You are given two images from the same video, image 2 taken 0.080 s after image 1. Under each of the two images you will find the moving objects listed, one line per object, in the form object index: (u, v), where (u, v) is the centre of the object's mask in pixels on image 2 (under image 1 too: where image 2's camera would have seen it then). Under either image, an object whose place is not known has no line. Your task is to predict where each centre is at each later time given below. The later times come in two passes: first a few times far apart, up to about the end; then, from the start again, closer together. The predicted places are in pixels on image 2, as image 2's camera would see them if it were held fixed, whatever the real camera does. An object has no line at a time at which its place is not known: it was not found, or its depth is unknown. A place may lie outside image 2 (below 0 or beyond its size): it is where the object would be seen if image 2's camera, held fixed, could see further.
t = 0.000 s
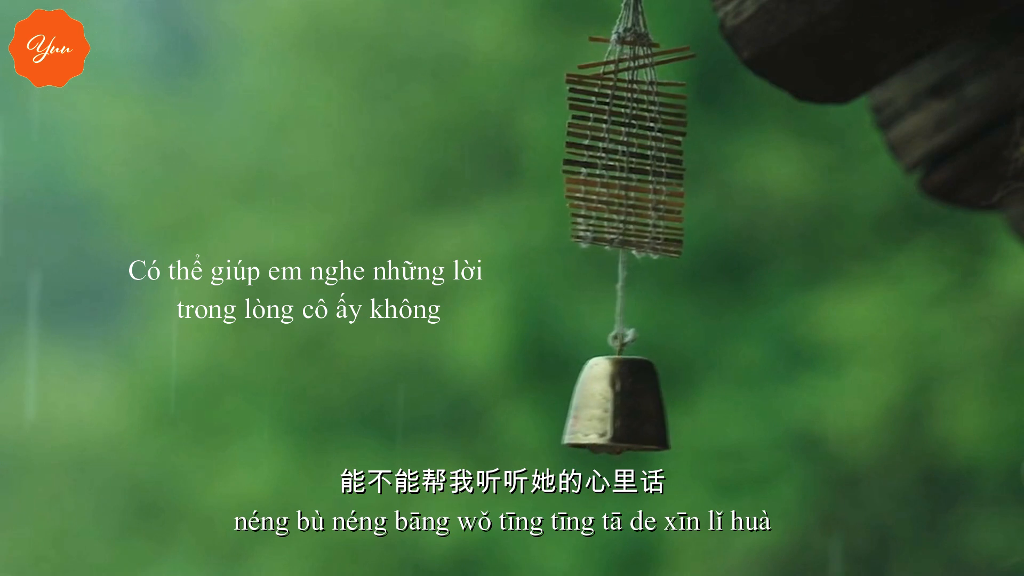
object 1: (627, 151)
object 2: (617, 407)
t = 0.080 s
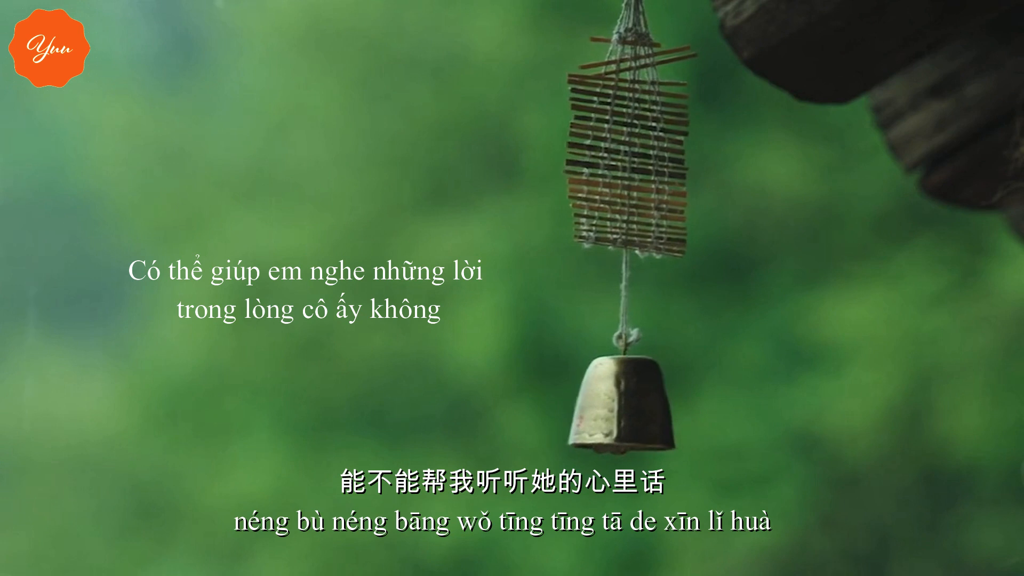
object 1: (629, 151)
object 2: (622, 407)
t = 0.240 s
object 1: (638, 150)
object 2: (641, 406)
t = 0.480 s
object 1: (644, 149)
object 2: (654, 404)
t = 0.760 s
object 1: (632, 151)
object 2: (628, 406)
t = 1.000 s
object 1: (626, 151)
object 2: (616, 407)
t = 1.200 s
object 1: (633, 151)
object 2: (631, 407)
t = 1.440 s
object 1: (643, 150)
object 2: (652, 404)
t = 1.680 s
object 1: (639, 150)
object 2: (642, 405)
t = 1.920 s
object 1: (627, 151)
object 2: (616, 407)
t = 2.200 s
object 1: (629, 151)
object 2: (622, 407)
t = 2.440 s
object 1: (641, 150)
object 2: (647, 404)
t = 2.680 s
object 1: (640, 150)
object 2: (649, 404)
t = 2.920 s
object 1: (630, 151)
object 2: (623, 407)
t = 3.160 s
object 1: (627, 151)
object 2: (617, 407)
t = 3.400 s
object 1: (638, 151)
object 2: (641, 406)
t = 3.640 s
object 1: (644, 149)
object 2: (654, 403)
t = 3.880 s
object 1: (634, 151)
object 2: (633, 406)
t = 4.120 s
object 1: (626, 151)
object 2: (615, 407)
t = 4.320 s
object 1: (631, 151)
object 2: (627, 407)
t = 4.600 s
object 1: (643, 150)
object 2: (652, 404)
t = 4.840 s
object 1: (639, 150)
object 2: (643, 405)
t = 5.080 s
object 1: (627, 151)
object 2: (616, 407)
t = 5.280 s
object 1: (628, 151)
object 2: (619, 407)
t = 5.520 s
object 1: (639, 150)
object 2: (643, 405)
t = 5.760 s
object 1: (643, 149)
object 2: (653, 404)
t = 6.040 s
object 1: (630, 151)
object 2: (623, 407)
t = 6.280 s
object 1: (627, 151)
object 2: (616, 407)
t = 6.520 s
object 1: (636, 151)
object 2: (636, 406)
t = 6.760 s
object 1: (641, 150)
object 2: (651, 404)
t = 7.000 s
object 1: (637, 150)
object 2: (638, 405)
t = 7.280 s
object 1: (626, 151)
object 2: (615, 407)
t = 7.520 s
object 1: (631, 151)
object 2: (627, 407)
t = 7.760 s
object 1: (642, 150)
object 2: (649, 404)
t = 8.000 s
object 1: (641, 150)
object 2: (647, 404)
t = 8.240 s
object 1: (628, 151)
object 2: (619, 407)
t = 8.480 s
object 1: (628, 151)
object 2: (619, 407)
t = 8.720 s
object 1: (639, 150)
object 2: (643, 405)
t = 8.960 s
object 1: (641, 150)
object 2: (651, 404)
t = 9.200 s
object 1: (632, 151)
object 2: (628, 406)
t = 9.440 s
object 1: (626, 151)
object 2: (616, 407)
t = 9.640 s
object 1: (633, 151)
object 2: (631, 406)
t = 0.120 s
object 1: (631, 151)
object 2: (627, 407)
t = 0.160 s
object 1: (633, 151)
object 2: (631, 406)
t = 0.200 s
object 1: (636, 151)
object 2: (636, 406)
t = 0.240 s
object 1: (638, 150)
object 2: (641, 406)
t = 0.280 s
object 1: (639, 150)
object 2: (643, 405)
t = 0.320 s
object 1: (640, 150)
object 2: (647, 405)
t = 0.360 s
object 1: (642, 149)
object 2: (649, 404)
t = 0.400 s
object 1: (643, 149)
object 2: (652, 404)
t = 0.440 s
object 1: (644, 149)
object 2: (654, 404)
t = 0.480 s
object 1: (644, 149)
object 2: (654, 404)
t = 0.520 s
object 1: (643, 149)
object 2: (653, 404)
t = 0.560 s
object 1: (642, 149)
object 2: (651, 404)
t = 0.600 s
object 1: (641, 150)
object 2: (647, 404)
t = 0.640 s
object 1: (639, 150)
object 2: (642, 405)
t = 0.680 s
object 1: (637, 150)
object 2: (638, 405)
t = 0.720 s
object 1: (634, 150)
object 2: (633, 406)
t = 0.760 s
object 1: (632, 151)
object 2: (628, 406)
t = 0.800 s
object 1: (630, 151)
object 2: (623, 407)
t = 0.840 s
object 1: (628, 151)
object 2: (619, 407)
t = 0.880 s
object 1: (627, 151)
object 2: (616, 407)
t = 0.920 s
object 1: (626, 151)
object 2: (615, 407)
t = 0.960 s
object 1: (626, 151)
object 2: (615, 407)
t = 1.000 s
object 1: (626, 151)
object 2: (616, 407)
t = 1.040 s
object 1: (627, 151)
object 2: (617, 407)
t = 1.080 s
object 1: (628, 151)
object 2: (619, 407)
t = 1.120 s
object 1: (629, 151)
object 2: (622, 407)
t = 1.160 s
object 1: (631, 151)
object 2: (627, 407)
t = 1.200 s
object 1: (633, 151)
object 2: (631, 407)
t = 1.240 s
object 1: (635, 151)
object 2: (636, 406)
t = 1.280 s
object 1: (638, 150)
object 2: (641, 406)
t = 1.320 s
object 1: (639, 150)
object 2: (643, 405)
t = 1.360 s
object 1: (640, 150)
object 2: (646, 404)
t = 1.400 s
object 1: (642, 149)
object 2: (649, 404)
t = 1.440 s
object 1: (643, 150)
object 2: (652, 404)
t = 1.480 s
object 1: (644, 149)
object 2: (654, 404)
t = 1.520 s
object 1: (644, 149)
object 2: (654, 404)
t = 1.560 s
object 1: (643, 149)
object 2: (653, 404)
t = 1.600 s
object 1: (642, 149)
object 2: (651, 404)
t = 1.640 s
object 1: (641, 149)
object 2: (647, 404)
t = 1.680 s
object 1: (639, 150)
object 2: (642, 405)
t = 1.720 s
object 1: (637, 150)
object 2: (638, 405)
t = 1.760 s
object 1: (634, 150)
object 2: (633, 406)
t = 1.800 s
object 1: (632, 151)
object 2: (628, 406)
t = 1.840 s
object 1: (630, 151)
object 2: (623, 407)
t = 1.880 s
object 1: (628, 151)
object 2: (619, 407)
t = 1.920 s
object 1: (627, 151)
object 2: (616, 407)
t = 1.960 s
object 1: (626, 151)
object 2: (615, 407)
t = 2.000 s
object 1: (626, 151)
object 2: (615, 407)
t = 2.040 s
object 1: (627, 151)
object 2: (616, 407)
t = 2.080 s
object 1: (627, 151)
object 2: (616, 407)
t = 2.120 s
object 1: (627, 151)
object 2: (617, 407)
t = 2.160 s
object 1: (628, 151)
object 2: (619, 407)
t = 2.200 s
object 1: (629, 151)
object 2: (622, 407)
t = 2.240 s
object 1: (631, 151)
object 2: (627, 407)
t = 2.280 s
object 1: (633, 151)
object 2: (631, 406)
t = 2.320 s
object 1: (636, 150)
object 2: (636, 406)
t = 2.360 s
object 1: (638, 150)
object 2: (641, 406)
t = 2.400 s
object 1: (639, 150)
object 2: (643, 405)
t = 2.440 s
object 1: (641, 150)
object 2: (647, 404)
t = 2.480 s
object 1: (642, 150)
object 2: (649, 404)
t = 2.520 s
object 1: (641, 150)
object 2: (650, 404)
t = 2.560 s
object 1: (642, 150)
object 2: (652, 404)
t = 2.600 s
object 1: (642, 150)
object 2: (652, 404)
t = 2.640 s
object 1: (642, 150)
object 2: (651, 404)
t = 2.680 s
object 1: (640, 150)
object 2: (649, 404)
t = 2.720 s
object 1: (641, 149)
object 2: (647, 404)
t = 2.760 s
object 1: (639, 150)
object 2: (642, 405)
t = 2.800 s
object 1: (637, 150)
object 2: (638, 405)
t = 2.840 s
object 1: (634, 150)
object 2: (633, 406)
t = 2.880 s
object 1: (632, 151)
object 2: (628, 406)
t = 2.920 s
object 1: (630, 151)
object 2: (623, 407)
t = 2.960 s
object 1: (628, 151)
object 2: (619, 407)
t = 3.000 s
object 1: (627, 151)
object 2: (616, 407)
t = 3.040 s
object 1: (626, 151)
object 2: (615, 407)
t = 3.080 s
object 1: (626, 151)
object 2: (615, 407)
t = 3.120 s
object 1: (627, 151)
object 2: (616, 407)
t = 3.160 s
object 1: (627, 151)
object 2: (617, 407)
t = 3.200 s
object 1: (628, 151)
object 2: (619, 407)
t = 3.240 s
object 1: (629, 151)
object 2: (622, 407)
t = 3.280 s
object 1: (631, 151)
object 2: (627, 407)
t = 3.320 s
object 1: (633, 151)
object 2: (631, 406)
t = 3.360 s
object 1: (636, 151)
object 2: (636, 406)
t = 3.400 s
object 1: (638, 151)
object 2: (641, 406)
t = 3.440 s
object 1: (639, 150)
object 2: (643, 405)
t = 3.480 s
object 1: (640, 150)
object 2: (647, 405)
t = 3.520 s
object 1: (642, 150)
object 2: (649, 404)
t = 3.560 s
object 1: (643, 150)
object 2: (652, 404)
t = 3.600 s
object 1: (644, 149)
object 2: (654, 404)
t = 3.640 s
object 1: (644, 149)
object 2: (654, 403)
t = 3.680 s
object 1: (643, 149)
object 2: (653, 404)
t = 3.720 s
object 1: (642, 149)
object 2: (650, 404)
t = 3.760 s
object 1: (641, 150)
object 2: (647, 404)
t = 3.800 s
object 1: (639, 150)
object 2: (642, 405)
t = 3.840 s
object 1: (637, 150)
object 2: (638, 405)
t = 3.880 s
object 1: (634, 151)
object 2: (633, 406)
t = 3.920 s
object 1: (632, 151)
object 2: (628, 406)
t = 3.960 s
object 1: (630, 151)
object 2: (623, 407)
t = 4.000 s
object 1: (628, 151)
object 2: (619, 407)
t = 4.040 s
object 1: (627, 151)
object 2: (616, 407)
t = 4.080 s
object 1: (626, 151)
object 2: (615, 407)
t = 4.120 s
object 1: (626, 151)
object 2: (615, 407)
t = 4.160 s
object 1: (626, 151)
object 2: (616, 407)
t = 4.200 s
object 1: (627, 151)
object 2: (617, 407)
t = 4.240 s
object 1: (628, 151)
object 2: (619, 407)
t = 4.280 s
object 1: (629, 151)
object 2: (622, 407)
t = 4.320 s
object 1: (631, 151)
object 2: (627, 407)
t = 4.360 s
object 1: (633, 151)
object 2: (631, 407)
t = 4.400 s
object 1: (636, 151)
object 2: (636, 406)
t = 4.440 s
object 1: (638, 150)
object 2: (641, 405)
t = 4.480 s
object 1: (639, 150)
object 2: (643, 405)
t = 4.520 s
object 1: (640, 150)
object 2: (647, 405)
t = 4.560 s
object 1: (642, 150)
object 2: (649, 404)
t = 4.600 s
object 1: (643, 150)
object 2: (652, 404)
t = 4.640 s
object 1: (644, 149)
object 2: (654, 404)
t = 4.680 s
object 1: (644, 149)
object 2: (654, 403)
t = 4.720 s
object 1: (644, 149)
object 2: (653, 403)
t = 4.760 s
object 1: (642, 150)
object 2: (651, 404)
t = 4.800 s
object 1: (641, 150)
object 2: (647, 404)
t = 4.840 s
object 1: (639, 150)
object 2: (643, 405)
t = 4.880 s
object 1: (637, 150)
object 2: (638, 405)
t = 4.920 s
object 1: (634, 151)
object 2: (633, 406)
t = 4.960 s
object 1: (632, 151)
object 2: (628, 406)
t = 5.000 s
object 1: (630, 151)
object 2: (623, 407)
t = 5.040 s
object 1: (628, 151)
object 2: (619, 407)
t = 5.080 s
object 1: (627, 151)
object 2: (616, 407)
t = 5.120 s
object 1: (626, 151)
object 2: (615, 407)
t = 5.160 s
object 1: (626, 151)
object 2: (615, 407)
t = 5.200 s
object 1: (627, 151)
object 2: (616, 407)
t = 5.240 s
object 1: (627, 151)
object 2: (617, 407)
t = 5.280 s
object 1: (628, 151)
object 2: (619, 407)
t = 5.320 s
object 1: (629, 151)
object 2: (623, 407)
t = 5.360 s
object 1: (631, 151)
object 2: (627, 407)
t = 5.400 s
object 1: (633, 151)
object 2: (631, 407)
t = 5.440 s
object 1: (636, 151)
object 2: (636, 406)
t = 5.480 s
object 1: (638, 150)
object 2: (641, 406)
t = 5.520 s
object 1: (639, 150)
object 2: (643, 405)
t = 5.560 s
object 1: (640, 150)
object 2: (647, 404)
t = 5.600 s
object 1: (642, 150)
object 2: (649, 404)
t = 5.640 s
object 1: (643, 150)
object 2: (652, 404)
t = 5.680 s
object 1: (644, 149)
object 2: (654, 404)
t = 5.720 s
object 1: (644, 149)
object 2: (654, 404)
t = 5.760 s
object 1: (643, 149)
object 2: (653, 404)
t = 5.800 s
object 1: (642, 149)
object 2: (651, 404)
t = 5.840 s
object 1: (641, 150)
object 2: (647, 404)
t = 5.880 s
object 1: (639, 150)
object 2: (642, 405)
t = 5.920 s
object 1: (637, 150)
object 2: (638, 405)
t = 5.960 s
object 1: (634, 150)
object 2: (633, 406)
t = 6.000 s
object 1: (632, 151)
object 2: (628, 406)
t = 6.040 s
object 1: (630, 151)
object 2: (623, 407)
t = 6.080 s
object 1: (628, 151)
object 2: (619, 407)
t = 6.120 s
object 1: (627, 151)
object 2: (616, 407)
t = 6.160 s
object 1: (626, 151)
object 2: (615, 407)
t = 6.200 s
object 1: (626, 151)
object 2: (615, 407)
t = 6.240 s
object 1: (627, 151)
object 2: (616, 407)
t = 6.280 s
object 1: (627, 151)
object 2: (616, 407)
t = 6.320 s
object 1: (627, 151)
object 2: (617, 407)
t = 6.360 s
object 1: (628, 151)
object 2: (619, 407)
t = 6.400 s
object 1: (629, 151)
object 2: (622, 407)
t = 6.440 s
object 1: (631, 151)
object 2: (627, 407)
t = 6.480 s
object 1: (633, 151)
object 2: (631, 407)
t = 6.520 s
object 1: (636, 151)
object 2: (636, 406)
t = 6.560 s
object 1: (638, 151)
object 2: (641, 406)
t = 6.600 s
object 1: (639, 150)
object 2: (643, 405)
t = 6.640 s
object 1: (640, 150)
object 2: (647, 404)
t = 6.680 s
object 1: (642, 150)
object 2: (649, 404)
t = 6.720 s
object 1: (641, 150)
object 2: (651, 404)
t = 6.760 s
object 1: (641, 150)
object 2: (651, 404)
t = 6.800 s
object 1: (641, 150)
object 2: (651, 404)
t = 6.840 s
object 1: (641, 150)
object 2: (650, 404)
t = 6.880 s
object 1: (639, 150)
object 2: (648, 405)
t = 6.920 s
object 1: (641, 150)
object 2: (647, 404)
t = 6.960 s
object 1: (639, 150)
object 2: (642, 405)
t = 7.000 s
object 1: (637, 150)
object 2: (638, 405)
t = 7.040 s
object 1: (634, 151)
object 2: (633, 406)
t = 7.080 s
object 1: (632, 151)
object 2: (628, 406)
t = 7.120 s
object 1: (630, 151)
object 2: (623, 407)
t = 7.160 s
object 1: (628, 151)
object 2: (619, 407)
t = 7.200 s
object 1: (627, 151)
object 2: (616, 407)
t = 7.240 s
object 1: (626, 151)
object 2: (615, 407)
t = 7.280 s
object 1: (626, 151)
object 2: (615, 407)
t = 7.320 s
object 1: (626, 151)
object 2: (616, 407)
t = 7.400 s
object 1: (627, 151)
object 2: (617, 407)
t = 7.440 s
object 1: (628, 151)
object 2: (619, 407)
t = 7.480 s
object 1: (629, 151)
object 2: (622, 407)
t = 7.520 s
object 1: (631, 151)
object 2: (627, 407)
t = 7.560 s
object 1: (633, 151)
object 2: (632, 406)
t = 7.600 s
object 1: (636, 151)
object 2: (636, 406)
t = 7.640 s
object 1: (638, 150)
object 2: (641, 406)
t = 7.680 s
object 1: (639, 150)
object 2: (643, 405)
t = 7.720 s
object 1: (640, 150)
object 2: (646, 405)
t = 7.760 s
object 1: (642, 150)
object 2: (649, 404)
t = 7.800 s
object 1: (643, 150)
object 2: (652, 404)
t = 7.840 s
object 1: (644, 149)
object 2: (654, 404)
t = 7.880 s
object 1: (644, 149)
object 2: (654, 404)
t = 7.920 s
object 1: (643, 149)
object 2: (653, 404)
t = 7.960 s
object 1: (642, 149)
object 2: (651, 404)
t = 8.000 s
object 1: (641, 150)
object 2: (647, 404)
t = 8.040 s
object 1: (639, 150)
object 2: (642, 405)
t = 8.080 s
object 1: (637, 150)
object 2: (638, 405)
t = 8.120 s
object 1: (634, 151)
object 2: (633, 406)
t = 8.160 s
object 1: (632, 151)
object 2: (628, 406)
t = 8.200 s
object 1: (630, 151)
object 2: (623, 407)
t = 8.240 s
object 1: (628, 151)
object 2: (619, 407)
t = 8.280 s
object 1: (627, 151)
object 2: (616, 407)
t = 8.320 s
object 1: (626, 151)
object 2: (615, 407)
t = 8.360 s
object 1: (626, 152)
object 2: (615, 407)
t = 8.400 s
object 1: (626, 151)
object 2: (616, 407)
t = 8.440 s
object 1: (627, 151)
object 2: (617, 407)
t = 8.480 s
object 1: (628, 151)
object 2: (619, 407)
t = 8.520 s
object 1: (629, 151)
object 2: (622, 407)
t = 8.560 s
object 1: (631, 151)
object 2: (627, 407)
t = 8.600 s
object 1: (633, 151)
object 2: (632, 406)
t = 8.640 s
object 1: (635, 151)
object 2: (636, 406)
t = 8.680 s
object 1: (638, 151)
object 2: (641, 406)
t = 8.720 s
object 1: (639, 150)
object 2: (643, 405)
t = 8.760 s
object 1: (640, 150)
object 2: (646, 405)
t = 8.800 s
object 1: (642, 150)
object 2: (649, 404)
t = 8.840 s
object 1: (643, 150)
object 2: (652, 404)
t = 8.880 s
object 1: (641, 150)
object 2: (652, 404)
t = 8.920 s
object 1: (642, 150)
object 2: (652, 404)
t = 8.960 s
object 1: (641, 150)
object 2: (651, 404)
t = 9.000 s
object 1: (642, 150)
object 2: (651, 404)
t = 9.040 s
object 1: (641, 150)
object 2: (647, 404)
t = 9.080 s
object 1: (639, 150)
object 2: (642, 405)
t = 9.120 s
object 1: (637, 150)
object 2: (638, 405)
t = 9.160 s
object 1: (634, 151)
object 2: (633, 406)
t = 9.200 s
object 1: (632, 151)
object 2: (628, 406)
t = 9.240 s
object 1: (630, 151)
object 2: (623, 407)
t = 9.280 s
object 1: (628, 151)
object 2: (619, 407)
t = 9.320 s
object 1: (627, 151)
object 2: (616, 407)
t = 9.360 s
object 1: (626, 151)
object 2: (615, 407)
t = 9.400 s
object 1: (626, 151)
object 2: (615, 408)
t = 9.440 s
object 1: (626, 151)
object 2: (616, 407)
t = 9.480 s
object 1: (627, 151)
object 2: (617, 407)
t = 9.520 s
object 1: (628, 151)
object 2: (619, 407)
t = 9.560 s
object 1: (629, 151)
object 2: (622, 407)
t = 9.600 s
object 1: (631, 151)
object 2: (627, 407)
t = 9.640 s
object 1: (633, 151)
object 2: (631, 406)
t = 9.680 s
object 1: (635, 151)
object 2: (636, 406)
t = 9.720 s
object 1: (638, 151)
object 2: (641, 406)
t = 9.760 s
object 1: (639, 150)
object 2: (643, 405)
